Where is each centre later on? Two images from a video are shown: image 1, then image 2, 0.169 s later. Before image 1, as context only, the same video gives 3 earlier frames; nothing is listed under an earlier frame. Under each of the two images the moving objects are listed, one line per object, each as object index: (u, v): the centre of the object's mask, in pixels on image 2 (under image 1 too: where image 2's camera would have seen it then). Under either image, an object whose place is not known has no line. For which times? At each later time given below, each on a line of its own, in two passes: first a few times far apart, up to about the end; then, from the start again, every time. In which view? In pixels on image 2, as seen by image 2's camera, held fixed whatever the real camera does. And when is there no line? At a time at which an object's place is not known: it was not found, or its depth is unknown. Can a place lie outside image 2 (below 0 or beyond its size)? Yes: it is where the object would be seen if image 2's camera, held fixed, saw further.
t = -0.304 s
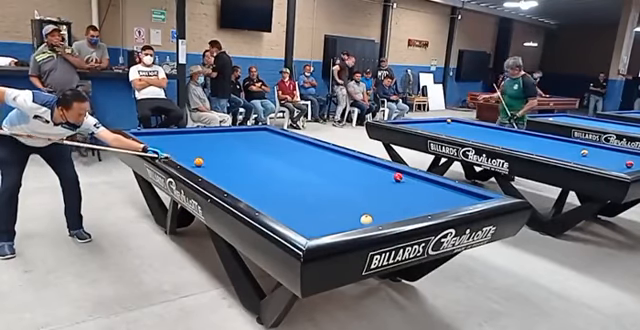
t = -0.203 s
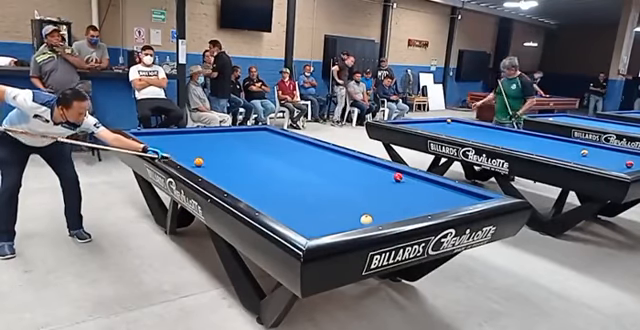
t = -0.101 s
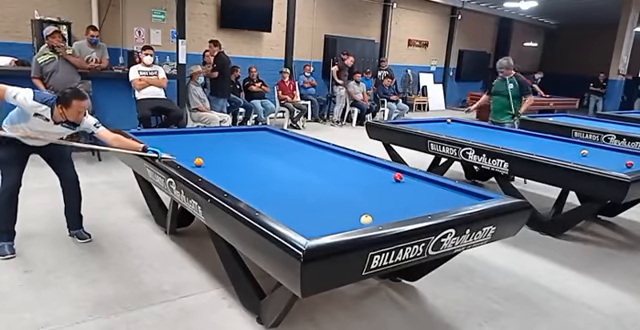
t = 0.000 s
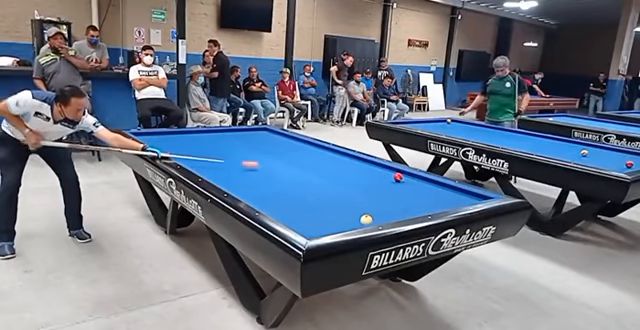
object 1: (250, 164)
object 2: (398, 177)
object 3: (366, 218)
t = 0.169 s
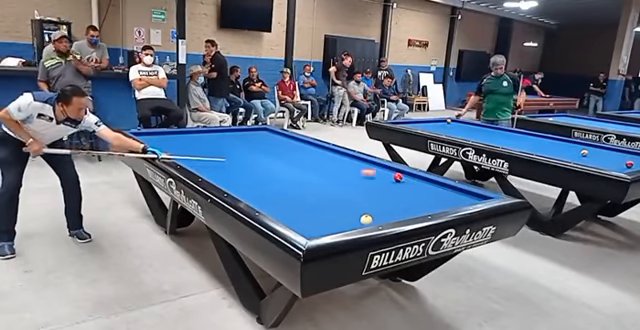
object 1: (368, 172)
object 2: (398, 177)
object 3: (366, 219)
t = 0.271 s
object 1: (404, 172)
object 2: (418, 183)
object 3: (366, 218)
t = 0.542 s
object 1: (312, 191)
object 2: (449, 193)
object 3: (366, 219)
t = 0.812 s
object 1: (305, 198)
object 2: (402, 178)
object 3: (366, 218)
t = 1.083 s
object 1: (380, 192)
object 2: (367, 166)
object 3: (366, 218)
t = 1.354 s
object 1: (441, 189)
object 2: (338, 156)
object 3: (366, 218)
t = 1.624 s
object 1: (440, 194)
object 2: (313, 148)
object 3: (366, 218)
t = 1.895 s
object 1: (419, 201)
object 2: (292, 141)
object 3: (366, 218)
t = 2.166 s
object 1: (398, 209)
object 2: (273, 134)
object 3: (366, 218)
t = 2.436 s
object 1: (375, 216)
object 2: (257, 129)
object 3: (366, 219)
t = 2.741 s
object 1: (368, 218)
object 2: (268, 131)
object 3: (343, 225)
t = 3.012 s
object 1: (362, 220)
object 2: (278, 135)
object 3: (320, 228)
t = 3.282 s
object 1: (357, 222)
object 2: (289, 139)
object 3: (313, 228)
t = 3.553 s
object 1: (351, 223)
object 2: (301, 142)
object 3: (323, 226)
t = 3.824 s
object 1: (344, 224)
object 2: (312, 146)
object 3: (332, 223)
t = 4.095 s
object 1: (339, 222)
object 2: (325, 150)
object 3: (340, 219)
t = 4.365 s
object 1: (333, 226)
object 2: (337, 154)
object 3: (347, 218)
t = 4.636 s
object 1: (328, 227)
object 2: (351, 158)
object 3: (354, 216)
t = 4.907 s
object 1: (324, 228)
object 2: (365, 162)
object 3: (360, 214)
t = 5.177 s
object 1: (320, 228)
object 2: (379, 167)
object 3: (366, 212)
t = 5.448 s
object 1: (317, 229)
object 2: (395, 172)
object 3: (371, 211)
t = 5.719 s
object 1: (315, 229)
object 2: (410, 177)
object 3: (375, 209)
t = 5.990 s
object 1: (313, 229)
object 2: (427, 182)
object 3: (378, 208)
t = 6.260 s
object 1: (311, 229)
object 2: (444, 188)
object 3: (382, 207)
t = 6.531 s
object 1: (311, 229)
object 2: (461, 193)
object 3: (385, 206)
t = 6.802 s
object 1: (311, 229)
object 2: (480, 198)
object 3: (387, 205)
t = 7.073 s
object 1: (311, 229)
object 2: (469, 196)
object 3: (389, 204)
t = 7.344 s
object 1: (311, 229)
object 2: (459, 193)
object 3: (391, 204)
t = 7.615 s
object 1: (311, 229)
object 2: (450, 190)
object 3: (392, 203)
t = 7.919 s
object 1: (311, 229)
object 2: (440, 187)
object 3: (393, 203)
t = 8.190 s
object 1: (311, 229)
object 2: (432, 185)
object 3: (393, 203)
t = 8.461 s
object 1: (311, 229)
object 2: (426, 182)
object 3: (393, 203)
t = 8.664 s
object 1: (311, 229)
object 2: (420, 180)
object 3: (393, 203)
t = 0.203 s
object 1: (390, 173)
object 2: (398, 177)
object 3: (366, 219)
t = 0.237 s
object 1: (406, 172)
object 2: (408, 180)
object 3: (366, 219)
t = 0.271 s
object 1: (404, 172)
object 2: (418, 183)
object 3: (366, 218)
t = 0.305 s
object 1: (392, 175)
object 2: (428, 187)
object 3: (366, 219)
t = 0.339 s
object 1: (381, 177)
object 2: (438, 190)
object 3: (366, 219)
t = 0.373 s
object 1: (371, 180)
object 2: (448, 193)
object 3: (366, 219)
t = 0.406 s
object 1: (359, 182)
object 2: (459, 197)
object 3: (366, 219)
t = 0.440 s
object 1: (347, 184)
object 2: (470, 199)
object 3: (366, 219)
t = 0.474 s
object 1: (336, 187)
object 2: (465, 199)
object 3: (366, 219)
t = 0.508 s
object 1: (324, 189)
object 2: (457, 196)
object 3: (366, 218)
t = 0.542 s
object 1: (312, 191)
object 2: (449, 193)
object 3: (366, 219)
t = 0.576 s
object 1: (299, 194)
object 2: (441, 191)
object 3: (366, 219)
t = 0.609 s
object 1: (286, 197)
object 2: (435, 189)
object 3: (366, 218)
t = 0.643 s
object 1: (273, 200)
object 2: (428, 187)
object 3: (366, 218)
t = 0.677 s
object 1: (260, 202)
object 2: (422, 185)
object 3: (366, 219)
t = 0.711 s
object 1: (270, 202)
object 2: (417, 183)
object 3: (366, 219)
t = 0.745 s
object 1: (282, 201)
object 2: (411, 181)
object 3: (366, 219)
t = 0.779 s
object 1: (294, 199)
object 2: (406, 180)
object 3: (366, 218)
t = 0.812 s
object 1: (305, 198)
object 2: (402, 178)
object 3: (366, 218)
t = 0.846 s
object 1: (316, 197)
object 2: (397, 176)
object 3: (366, 218)
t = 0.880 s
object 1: (326, 196)
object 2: (392, 174)
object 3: (366, 218)
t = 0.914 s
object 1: (336, 195)
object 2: (388, 173)
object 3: (366, 218)
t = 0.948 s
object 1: (345, 195)
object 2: (384, 172)
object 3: (366, 218)
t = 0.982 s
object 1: (354, 194)
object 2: (379, 170)
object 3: (366, 218)
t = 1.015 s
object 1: (363, 193)
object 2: (375, 168)
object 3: (366, 219)
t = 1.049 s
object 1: (372, 192)
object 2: (371, 168)
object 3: (366, 218)
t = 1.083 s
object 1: (380, 192)
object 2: (367, 166)
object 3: (366, 218)
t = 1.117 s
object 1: (388, 191)
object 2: (363, 165)
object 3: (366, 218)
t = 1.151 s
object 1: (397, 191)
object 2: (359, 164)
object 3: (366, 218)
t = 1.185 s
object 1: (404, 191)
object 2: (356, 162)
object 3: (366, 218)
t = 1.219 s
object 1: (412, 190)
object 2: (352, 161)
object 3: (366, 218)
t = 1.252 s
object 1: (420, 190)
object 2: (348, 160)
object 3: (366, 218)
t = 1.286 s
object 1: (426, 190)
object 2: (345, 158)
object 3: (366, 219)
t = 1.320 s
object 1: (434, 189)
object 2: (342, 157)
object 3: (366, 219)
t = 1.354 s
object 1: (441, 189)
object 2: (338, 156)
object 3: (366, 218)
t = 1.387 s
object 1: (448, 189)
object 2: (335, 155)
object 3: (366, 218)
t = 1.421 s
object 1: (456, 188)
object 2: (331, 154)
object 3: (366, 218)
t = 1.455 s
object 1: (457, 189)
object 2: (328, 153)
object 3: (366, 218)
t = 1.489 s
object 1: (453, 190)
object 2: (325, 152)
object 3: (366, 218)
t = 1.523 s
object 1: (449, 191)
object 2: (322, 151)
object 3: (366, 218)
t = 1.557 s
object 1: (446, 192)
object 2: (319, 150)
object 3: (366, 218)
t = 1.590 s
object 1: (443, 193)
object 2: (316, 149)
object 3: (366, 218)
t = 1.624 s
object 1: (440, 194)
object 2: (313, 148)
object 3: (366, 218)
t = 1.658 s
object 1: (436, 195)
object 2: (310, 147)
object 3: (366, 218)
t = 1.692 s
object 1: (433, 196)
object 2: (308, 146)
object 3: (366, 218)
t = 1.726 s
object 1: (431, 196)
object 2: (305, 145)
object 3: (366, 218)
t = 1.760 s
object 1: (428, 198)
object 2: (302, 144)
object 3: (366, 219)
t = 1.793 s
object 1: (426, 198)
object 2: (300, 143)
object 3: (366, 219)
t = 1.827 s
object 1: (424, 199)
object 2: (297, 142)
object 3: (366, 219)
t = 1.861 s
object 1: (421, 200)
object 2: (294, 141)
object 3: (366, 218)
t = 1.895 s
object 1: (419, 201)
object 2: (292, 141)
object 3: (366, 218)
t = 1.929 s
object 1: (416, 202)
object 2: (290, 140)
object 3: (366, 218)
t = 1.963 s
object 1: (414, 203)
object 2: (287, 139)
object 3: (366, 218)
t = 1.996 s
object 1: (411, 204)
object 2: (285, 138)
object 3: (366, 218)
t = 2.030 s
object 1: (409, 205)
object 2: (282, 137)
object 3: (366, 218)
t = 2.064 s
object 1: (406, 206)
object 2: (280, 136)
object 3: (366, 218)
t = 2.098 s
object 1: (403, 207)
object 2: (278, 135)
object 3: (366, 218)
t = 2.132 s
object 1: (401, 208)
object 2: (275, 135)
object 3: (366, 218)
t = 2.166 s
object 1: (398, 209)
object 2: (273, 134)
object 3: (366, 218)
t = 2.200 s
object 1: (395, 210)
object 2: (271, 133)
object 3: (366, 219)
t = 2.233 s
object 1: (392, 211)
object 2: (269, 132)
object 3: (366, 219)
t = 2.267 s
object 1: (389, 212)
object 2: (267, 132)
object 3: (366, 219)
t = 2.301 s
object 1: (386, 213)
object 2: (265, 131)
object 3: (366, 218)
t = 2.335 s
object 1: (383, 214)
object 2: (263, 131)
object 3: (366, 218)
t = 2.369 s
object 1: (381, 215)
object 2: (261, 130)
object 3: (366, 218)
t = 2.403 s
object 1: (378, 216)
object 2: (259, 129)
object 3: (366, 219)
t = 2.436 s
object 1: (375, 216)
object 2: (257, 129)
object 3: (366, 219)
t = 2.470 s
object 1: (374, 217)
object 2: (256, 129)
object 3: (364, 219)
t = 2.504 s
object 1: (373, 217)
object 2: (258, 128)
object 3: (361, 220)
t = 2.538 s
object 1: (372, 217)
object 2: (259, 129)
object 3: (359, 221)
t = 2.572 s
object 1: (372, 217)
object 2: (261, 129)
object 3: (356, 222)
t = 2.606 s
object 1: (371, 217)
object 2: (262, 130)
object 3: (354, 223)
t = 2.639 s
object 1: (370, 218)
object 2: (264, 130)
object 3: (351, 223)
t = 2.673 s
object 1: (369, 218)
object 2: (265, 131)
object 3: (349, 224)
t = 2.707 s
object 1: (369, 218)
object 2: (267, 131)
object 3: (346, 225)
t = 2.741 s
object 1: (368, 218)
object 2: (268, 131)
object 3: (343, 225)
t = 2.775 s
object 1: (367, 219)
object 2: (269, 132)
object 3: (341, 225)
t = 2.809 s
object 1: (366, 219)
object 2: (270, 133)
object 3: (337, 226)
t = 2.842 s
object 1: (366, 219)
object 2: (272, 133)
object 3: (335, 226)
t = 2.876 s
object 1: (365, 219)
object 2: (273, 133)
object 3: (332, 226)
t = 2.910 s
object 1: (364, 219)
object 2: (275, 134)
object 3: (329, 227)
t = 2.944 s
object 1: (364, 220)
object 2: (276, 134)
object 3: (326, 227)
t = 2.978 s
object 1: (363, 220)
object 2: (277, 134)
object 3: (323, 228)
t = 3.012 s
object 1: (362, 220)
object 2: (278, 135)
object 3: (320, 228)
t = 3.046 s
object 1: (361, 221)
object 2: (280, 135)
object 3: (318, 229)
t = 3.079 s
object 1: (361, 221)
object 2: (281, 136)
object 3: (315, 229)
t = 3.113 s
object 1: (360, 221)
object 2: (282, 136)
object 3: (312, 229)
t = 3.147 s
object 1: (359, 221)
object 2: (284, 137)
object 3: (309, 229)
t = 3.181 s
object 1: (359, 221)
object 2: (285, 137)
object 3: (309, 229)
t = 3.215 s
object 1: (358, 222)
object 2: (287, 138)
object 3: (311, 228)
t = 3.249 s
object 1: (357, 222)
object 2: (288, 138)
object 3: (312, 228)
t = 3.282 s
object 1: (357, 222)
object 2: (289, 139)
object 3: (313, 228)
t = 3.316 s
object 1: (356, 222)
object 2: (291, 139)
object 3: (314, 228)
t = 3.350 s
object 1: (356, 222)
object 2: (292, 140)
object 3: (316, 228)
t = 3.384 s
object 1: (355, 222)
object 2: (293, 140)
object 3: (317, 227)
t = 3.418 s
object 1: (354, 222)
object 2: (295, 140)
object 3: (318, 227)
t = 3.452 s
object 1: (353, 223)
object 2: (296, 141)
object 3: (319, 226)
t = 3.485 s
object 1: (352, 223)
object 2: (298, 141)
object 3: (321, 226)
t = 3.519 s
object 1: (351, 223)
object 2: (299, 142)
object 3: (322, 226)
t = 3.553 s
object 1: (351, 223)
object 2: (301, 142)
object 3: (323, 226)
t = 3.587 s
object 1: (350, 224)
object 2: (302, 143)
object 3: (324, 226)
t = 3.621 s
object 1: (349, 224)
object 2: (303, 143)
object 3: (325, 225)
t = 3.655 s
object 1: (349, 224)
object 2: (305, 144)
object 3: (327, 225)
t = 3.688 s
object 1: (348, 224)
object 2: (306, 144)
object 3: (328, 224)
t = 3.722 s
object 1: (347, 224)
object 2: (308, 144)
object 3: (329, 224)
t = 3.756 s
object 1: (347, 224)
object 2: (310, 145)
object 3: (330, 224)
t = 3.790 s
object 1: (345, 224)
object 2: (311, 145)
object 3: (330, 223)
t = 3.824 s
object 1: (344, 224)
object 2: (312, 146)
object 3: (332, 223)
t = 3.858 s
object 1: (344, 224)
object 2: (314, 147)
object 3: (333, 223)
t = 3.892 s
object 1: (343, 225)
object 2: (315, 147)
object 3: (333, 222)
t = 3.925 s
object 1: (342, 225)
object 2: (317, 148)
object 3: (334, 221)
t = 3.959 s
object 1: (341, 225)
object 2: (318, 148)
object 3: (335, 221)
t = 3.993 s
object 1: (341, 225)
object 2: (320, 148)
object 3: (336, 220)
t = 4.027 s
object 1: (340, 225)
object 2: (322, 149)
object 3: (338, 220)
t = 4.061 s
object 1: (339, 223)
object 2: (323, 149)
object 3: (339, 219)
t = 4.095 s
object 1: (339, 222)
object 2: (325, 150)
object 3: (340, 219)
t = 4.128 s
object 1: (338, 226)
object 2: (326, 150)
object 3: (341, 218)
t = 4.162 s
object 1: (338, 225)
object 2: (328, 151)
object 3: (342, 218)
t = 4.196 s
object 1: (337, 226)
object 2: (330, 151)
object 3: (343, 219)
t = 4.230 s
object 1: (336, 226)
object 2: (331, 152)
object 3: (344, 218)
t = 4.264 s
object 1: (336, 226)
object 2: (332, 152)
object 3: (344, 218)
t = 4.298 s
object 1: (335, 226)
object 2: (334, 153)
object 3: (345, 218)
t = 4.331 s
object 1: (334, 226)
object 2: (336, 154)
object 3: (346, 218)
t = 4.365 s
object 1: (333, 226)
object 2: (337, 154)
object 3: (347, 218)
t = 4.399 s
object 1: (333, 226)
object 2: (339, 154)
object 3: (348, 218)
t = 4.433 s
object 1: (332, 226)
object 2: (341, 155)
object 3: (349, 218)
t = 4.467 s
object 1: (331, 226)
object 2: (343, 155)
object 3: (350, 217)
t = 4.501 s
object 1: (331, 226)
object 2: (344, 156)
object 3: (350, 217)
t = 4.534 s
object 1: (330, 227)
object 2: (346, 156)
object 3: (351, 217)
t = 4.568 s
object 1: (329, 227)
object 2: (347, 157)
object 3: (352, 216)
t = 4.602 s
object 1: (329, 227)
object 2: (349, 158)
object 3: (353, 216)
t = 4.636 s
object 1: (328, 227)
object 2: (351, 158)
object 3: (354, 216)
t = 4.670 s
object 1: (328, 227)
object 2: (353, 158)
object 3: (355, 216)
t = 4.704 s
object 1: (327, 227)
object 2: (354, 159)
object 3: (356, 216)
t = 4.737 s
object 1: (327, 227)
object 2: (356, 159)
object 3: (356, 215)
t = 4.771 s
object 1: (326, 228)
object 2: (358, 160)
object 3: (357, 215)
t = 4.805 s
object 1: (326, 227)
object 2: (359, 160)
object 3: (358, 215)
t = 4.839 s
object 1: (325, 227)
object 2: (361, 161)
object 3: (359, 215)
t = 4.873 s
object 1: (325, 227)
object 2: (362, 162)
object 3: (360, 214)
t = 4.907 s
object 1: (324, 228)
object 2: (365, 162)
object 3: (360, 214)
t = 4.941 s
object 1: (323, 228)
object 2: (366, 163)
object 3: (361, 214)
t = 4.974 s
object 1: (323, 228)
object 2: (368, 164)
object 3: (362, 214)
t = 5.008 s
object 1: (322, 228)
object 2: (370, 164)
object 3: (362, 214)
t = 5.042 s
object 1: (321, 228)
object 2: (372, 165)
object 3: (363, 213)
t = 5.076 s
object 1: (321, 228)
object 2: (373, 165)
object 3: (364, 213)
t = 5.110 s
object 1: (321, 228)
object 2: (375, 166)
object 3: (364, 213)
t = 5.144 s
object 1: (320, 228)
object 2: (377, 166)
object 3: (365, 213)
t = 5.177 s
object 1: (320, 228)
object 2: (379, 167)
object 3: (366, 212)
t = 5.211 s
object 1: (319, 228)
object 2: (381, 167)
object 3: (366, 212)
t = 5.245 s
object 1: (319, 228)
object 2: (383, 168)
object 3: (367, 212)
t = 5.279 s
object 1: (319, 229)
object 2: (385, 169)
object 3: (368, 212)
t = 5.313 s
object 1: (319, 229)
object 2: (387, 169)
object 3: (368, 211)
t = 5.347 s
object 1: (318, 229)
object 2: (389, 170)
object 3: (369, 211)
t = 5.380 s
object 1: (318, 229)
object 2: (391, 171)
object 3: (369, 211)
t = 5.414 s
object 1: (318, 229)
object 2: (393, 171)
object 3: (370, 211)
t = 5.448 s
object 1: (317, 229)
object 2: (395, 172)
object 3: (371, 211)
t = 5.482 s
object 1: (317, 229)
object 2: (396, 172)
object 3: (371, 210)
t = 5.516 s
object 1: (316, 229)
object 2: (398, 173)
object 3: (372, 210)
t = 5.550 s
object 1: (316, 229)
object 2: (400, 173)
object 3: (372, 210)
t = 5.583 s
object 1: (315, 229)
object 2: (402, 174)
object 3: (373, 210)
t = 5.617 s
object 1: (315, 229)
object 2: (404, 175)
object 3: (373, 210)
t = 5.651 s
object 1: (315, 229)
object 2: (406, 175)
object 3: (374, 209)
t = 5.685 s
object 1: (315, 229)
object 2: (408, 176)
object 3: (374, 209)
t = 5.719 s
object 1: (315, 229)
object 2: (410, 177)
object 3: (375, 209)
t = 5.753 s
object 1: (314, 229)
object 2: (412, 178)
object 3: (375, 209)
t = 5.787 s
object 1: (314, 229)
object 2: (414, 178)
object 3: (376, 209)
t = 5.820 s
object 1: (314, 229)
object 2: (416, 179)
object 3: (376, 209)
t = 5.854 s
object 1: (313, 229)
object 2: (418, 179)
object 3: (377, 208)
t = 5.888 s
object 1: (313, 229)
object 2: (420, 180)
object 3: (377, 208)
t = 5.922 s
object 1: (313, 229)
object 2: (422, 181)
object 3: (378, 208)
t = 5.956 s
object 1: (313, 229)
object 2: (424, 181)
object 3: (378, 208)
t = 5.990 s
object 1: (313, 229)
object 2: (427, 182)
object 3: (378, 208)
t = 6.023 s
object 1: (312, 229)
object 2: (429, 183)
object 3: (379, 208)
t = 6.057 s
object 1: (312, 229)
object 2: (431, 183)
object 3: (379, 207)
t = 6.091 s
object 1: (312, 229)
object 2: (433, 184)
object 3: (380, 207)
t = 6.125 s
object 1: (312, 229)
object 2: (435, 185)
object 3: (380, 207)
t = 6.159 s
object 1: (312, 229)
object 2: (437, 185)
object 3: (381, 207)
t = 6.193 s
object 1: (311, 229)
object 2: (439, 186)
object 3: (381, 207)
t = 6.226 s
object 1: (311, 229)
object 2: (441, 187)
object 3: (382, 207)
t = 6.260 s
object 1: (311, 229)
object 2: (444, 188)
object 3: (382, 207)
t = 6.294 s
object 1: (311, 229)
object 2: (446, 188)
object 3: (382, 207)
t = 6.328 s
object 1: (311, 229)
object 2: (448, 189)
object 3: (383, 207)
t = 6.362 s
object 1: (311, 229)
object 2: (450, 190)
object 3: (383, 206)
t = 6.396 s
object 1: (311, 229)
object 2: (453, 190)
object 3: (383, 206)
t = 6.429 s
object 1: (311, 229)
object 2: (455, 191)
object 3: (384, 206)
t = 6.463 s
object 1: (311, 229)
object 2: (457, 192)
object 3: (384, 206)
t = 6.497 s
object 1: (311, 229)
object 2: (459, 193)
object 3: (384, 206)
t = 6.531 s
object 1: (311, 229)
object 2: (461, 193)
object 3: (385, 206)
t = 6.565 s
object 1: (311, 229)
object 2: (464, 194)
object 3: (385, 206)
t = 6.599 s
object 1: (311, 229)
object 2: (466, 194)
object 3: (385, 205)
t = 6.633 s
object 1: (311, 229)
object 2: (468, 195)
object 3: (386, 205)
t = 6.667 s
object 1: (311, 229)
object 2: (470, 196)
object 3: (386, 205)
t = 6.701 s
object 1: (311, 229)
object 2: (473, 197)
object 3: (386, 205)
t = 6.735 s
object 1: (311, 229)
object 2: (475, 197)
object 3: (386, 205)
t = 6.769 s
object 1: (311, 229)
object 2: (477, 197)
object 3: (386, 205)
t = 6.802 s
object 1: (311, 229)
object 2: (480, 198)
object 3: (387, 205)
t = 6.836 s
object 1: (311, 229)
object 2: (479, 198)
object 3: (387, 205)
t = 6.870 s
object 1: (311, 229)
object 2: (477, 197)
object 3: (387, 205)
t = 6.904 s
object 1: (311, 229)
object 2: (476, 197)
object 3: (387, 205)
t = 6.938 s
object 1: (311, 229)
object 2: (474, 197)
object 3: (388, 205)
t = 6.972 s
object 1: (311, 229)
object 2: (473, 197)
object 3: (388, 204)
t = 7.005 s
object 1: (311, 229)
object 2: (472, 197)
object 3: (388, 204)
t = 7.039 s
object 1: (311, 229)
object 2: (471, 196)
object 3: (389, 204)
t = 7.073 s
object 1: (311, 229)
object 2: (469, 196)
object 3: (389, 204)
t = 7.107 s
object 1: (311, 229)
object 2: (468, 195)
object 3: (389, 204)
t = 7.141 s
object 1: (311, 229)
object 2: (467, 195)
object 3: (390, 204)
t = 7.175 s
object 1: (311, 229)
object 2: (465, 195)
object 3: (390, 204)
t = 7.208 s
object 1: (311, 229)
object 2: (464, 194)
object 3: (390, 204)
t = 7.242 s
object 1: (311, 229)
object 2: (463, 194)
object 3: (390, 204)
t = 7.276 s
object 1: (311, 229)
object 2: (461, 193)
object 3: (390, 204)
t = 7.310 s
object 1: (311, 229)
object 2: (460, 193)
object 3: (391, 204)
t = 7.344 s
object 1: (311, 229)
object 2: (459, 193)
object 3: (391, 204)
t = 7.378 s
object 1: (311, 229)
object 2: (458, 192)
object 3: (391, 204)
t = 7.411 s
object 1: (311, 229)
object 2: (457, 192)
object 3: (391, 203)
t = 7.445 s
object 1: (311, 229)
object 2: (455, 192)
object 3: (391, 203)
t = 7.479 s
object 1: (311, 229)
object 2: (454, 191)
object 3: (391, 203)
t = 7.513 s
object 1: (311, 229)
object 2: (453, 191)
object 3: (392, 203)
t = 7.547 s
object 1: (311, 229)
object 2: (452, 190)
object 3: (392, 203)
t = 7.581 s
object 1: (311, 229)
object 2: (451, 190)
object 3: (392, 203)
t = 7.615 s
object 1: (311, 229)
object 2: (450, 190)
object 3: (392, 203)
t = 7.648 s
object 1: (311, 229)
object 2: (449, 189)
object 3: (392, 203)
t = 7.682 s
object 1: (311, 229)
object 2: (448, 189)
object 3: (392, 203)
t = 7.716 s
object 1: (311, 229)
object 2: (446, 189)
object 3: (392, 203)
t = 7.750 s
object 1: (311, 229)
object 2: (445, 188)
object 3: (392, 203)
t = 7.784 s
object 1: (311, 229)
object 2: (445, 188)
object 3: (392, 203)
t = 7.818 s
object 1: (311, 229)
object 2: (443, 188)
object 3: (393, 203)
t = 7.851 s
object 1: (311, 229)
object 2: (442, 187)
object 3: (393, 203)
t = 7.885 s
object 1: (311, 229)
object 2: (441, 187)
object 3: (393, 203)
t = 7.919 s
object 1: (311, 229)
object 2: (440, 187)
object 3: (393, 203)
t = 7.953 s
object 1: (311, 229)
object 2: (439, 186)
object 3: (393, 203)
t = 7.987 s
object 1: (311, 229)
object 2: (438, 186)
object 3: (393, 203)
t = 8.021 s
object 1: (311, 229)
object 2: (437, 186)
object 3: (393, 203)
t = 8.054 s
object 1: (311, 229)
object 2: (437, 185)
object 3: (393, 203)
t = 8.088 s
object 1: (311, 229)
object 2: (435, 185)
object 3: (393, 203)
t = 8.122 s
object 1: (311, 229)
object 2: (434, 185)
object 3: (393, 203)
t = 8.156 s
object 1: (311, 229)
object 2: (434, 185)
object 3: (393, 203)
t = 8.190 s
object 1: (311, 229)
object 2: (432, 185)
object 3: (393, 203)
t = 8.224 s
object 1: (311, 229)
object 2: (432, 184)
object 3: (393, 203)
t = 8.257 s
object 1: (311, 229)
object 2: (430, 184)
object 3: (393, 203)
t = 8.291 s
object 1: (311, 229)
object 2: (430, 184)
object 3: (394, 203)
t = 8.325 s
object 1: (311, 229)
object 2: (429, 183)
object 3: (393, 203)
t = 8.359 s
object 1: (311, 229)
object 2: (428, 183)
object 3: (393, 203)
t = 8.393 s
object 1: (311, 229)
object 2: (427, 183)
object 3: (393, 203)
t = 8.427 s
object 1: (311, 229)
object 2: (426, 182)
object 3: (393, 203)
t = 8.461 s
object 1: (311, 229)
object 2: (426, 182)
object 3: (393, 203)
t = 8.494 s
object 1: (311, 229)
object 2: (425, 182)
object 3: (393, 203)
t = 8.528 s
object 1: (311, 229)
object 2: (424, 181)
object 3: (393, 203)
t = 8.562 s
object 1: (311, 229)
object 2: (423, 181)
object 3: (393, 203)
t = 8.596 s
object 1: (311, 229)
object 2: (422, 181)
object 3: (393, 203)
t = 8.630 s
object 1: (311, 229)
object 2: (421, 181)
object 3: (393, 203)
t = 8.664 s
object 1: (311, 229)
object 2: (420, 180)
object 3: (393, 203)
